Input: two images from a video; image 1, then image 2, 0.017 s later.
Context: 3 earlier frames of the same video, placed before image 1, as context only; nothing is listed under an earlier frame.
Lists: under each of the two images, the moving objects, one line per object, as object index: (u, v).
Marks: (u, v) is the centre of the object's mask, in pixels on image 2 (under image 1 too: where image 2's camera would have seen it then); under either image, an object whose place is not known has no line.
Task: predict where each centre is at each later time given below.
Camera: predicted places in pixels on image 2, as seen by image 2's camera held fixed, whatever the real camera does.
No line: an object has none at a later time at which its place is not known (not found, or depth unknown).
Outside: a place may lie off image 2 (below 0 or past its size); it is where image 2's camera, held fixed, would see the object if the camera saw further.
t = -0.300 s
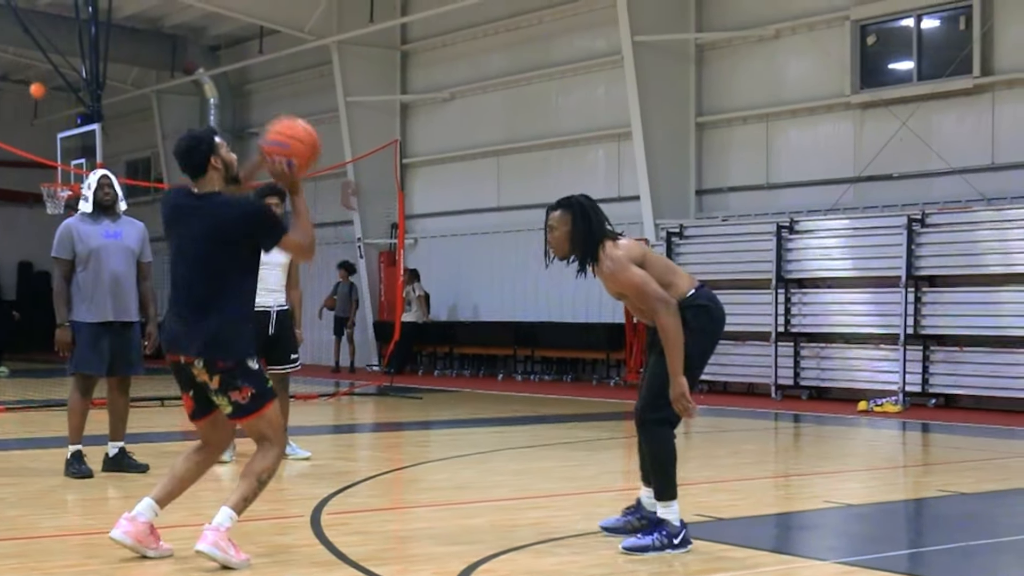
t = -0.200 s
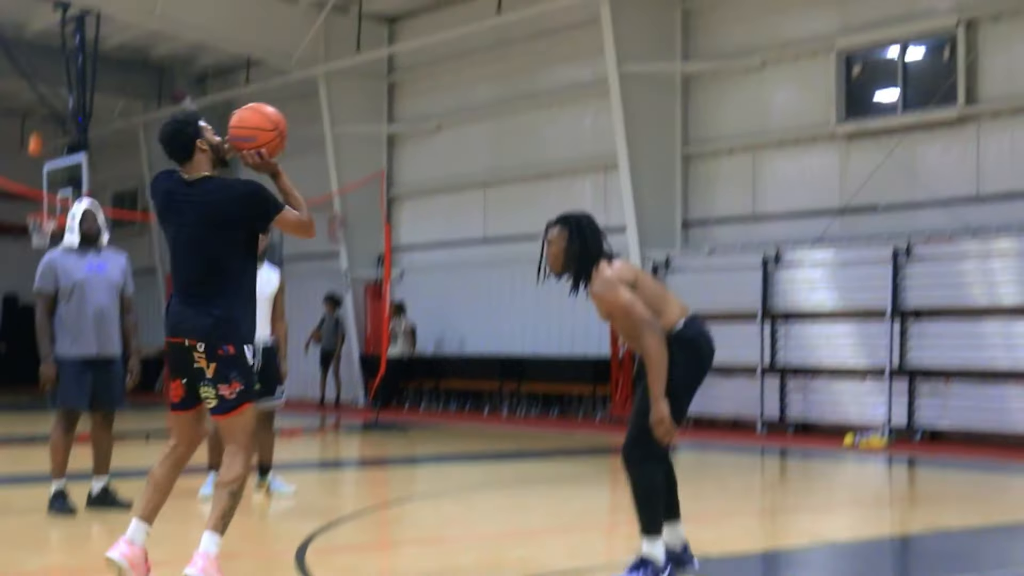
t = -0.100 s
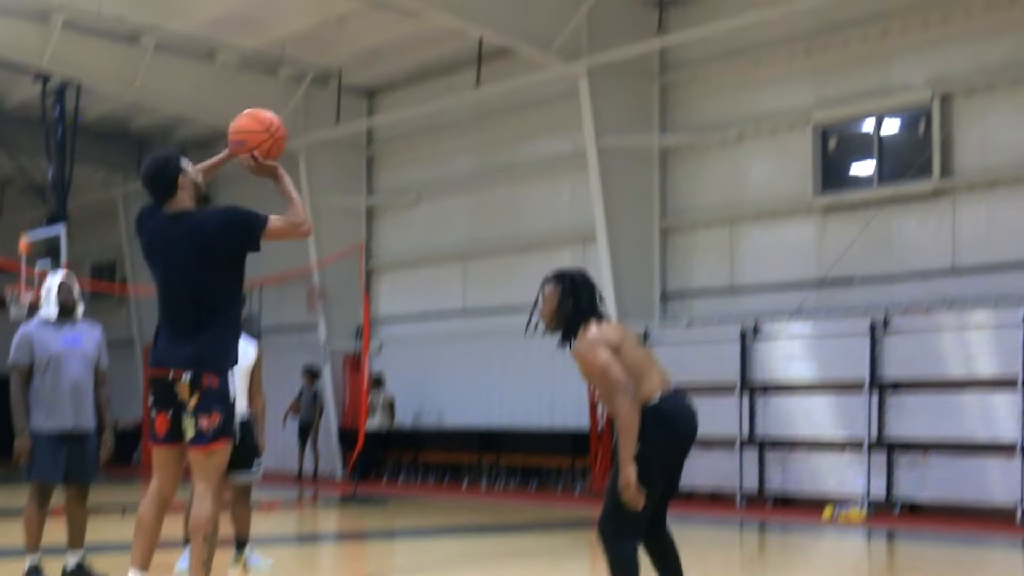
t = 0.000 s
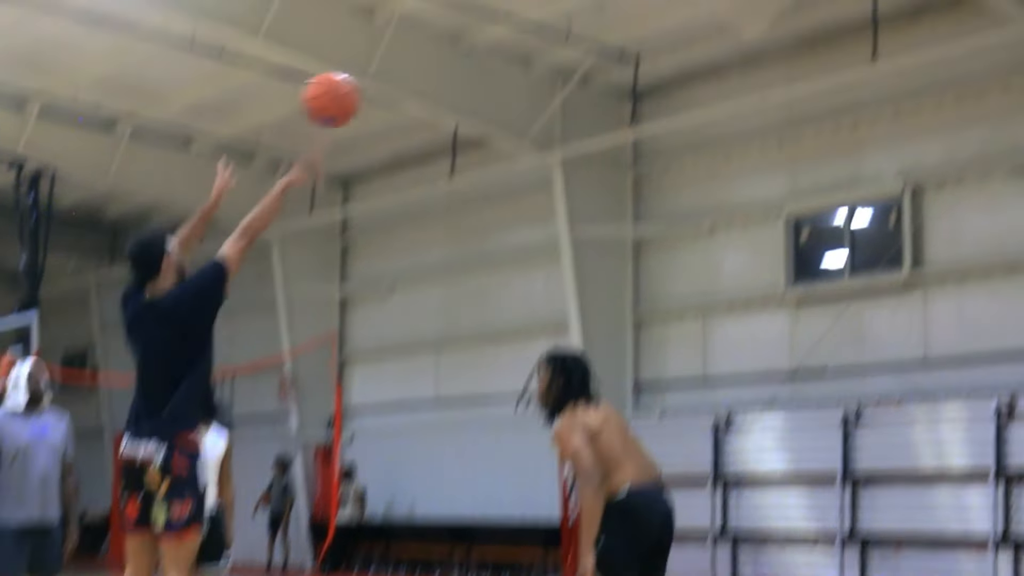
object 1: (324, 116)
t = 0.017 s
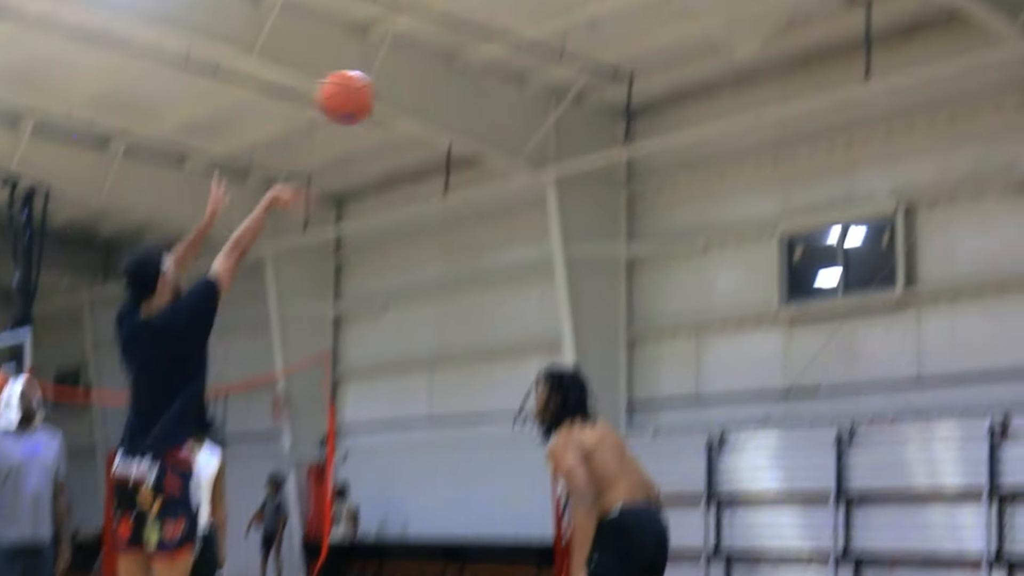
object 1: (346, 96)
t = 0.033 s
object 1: (367, 77)
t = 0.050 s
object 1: (388, 58)
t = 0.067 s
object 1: (408, 39)
